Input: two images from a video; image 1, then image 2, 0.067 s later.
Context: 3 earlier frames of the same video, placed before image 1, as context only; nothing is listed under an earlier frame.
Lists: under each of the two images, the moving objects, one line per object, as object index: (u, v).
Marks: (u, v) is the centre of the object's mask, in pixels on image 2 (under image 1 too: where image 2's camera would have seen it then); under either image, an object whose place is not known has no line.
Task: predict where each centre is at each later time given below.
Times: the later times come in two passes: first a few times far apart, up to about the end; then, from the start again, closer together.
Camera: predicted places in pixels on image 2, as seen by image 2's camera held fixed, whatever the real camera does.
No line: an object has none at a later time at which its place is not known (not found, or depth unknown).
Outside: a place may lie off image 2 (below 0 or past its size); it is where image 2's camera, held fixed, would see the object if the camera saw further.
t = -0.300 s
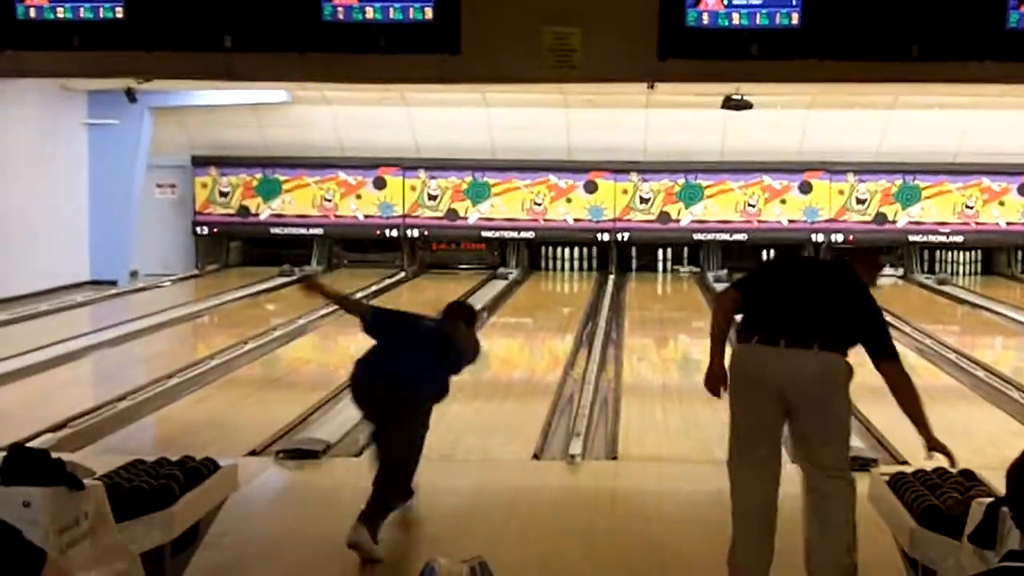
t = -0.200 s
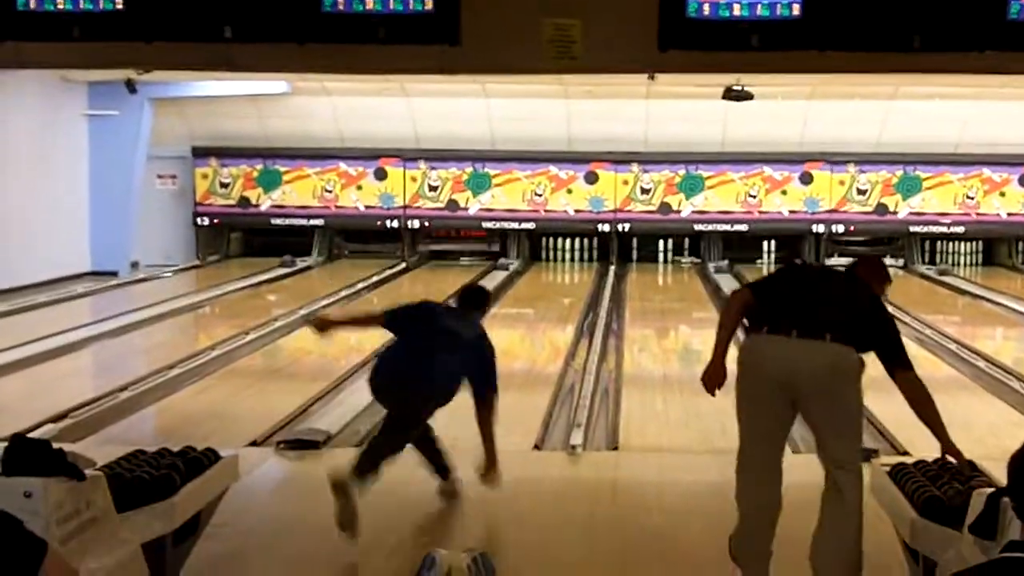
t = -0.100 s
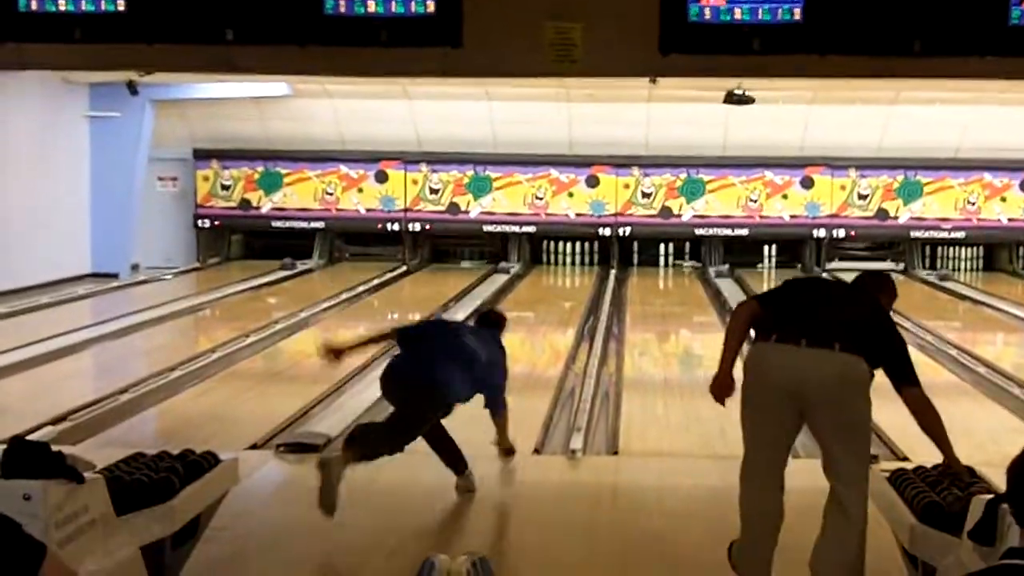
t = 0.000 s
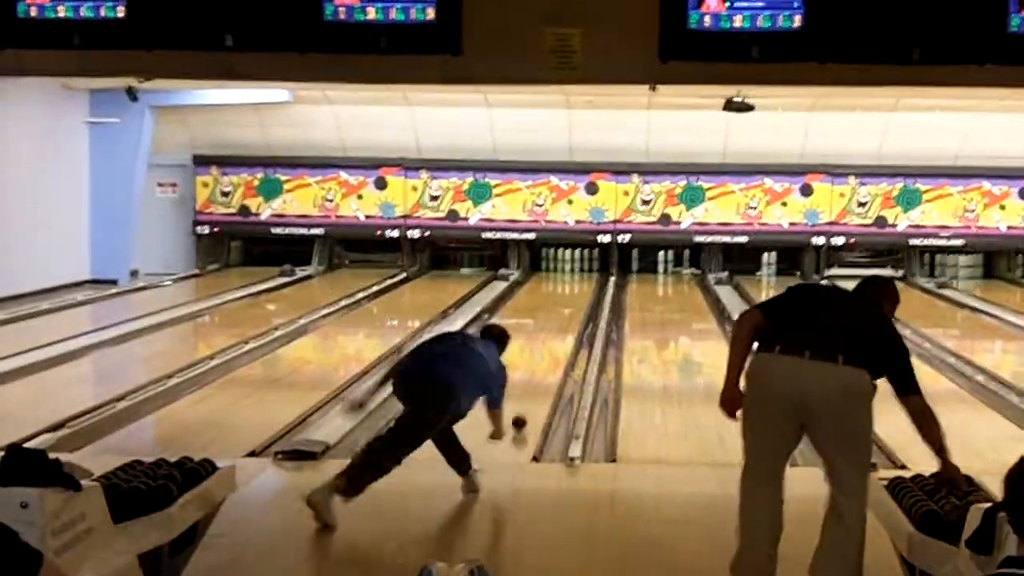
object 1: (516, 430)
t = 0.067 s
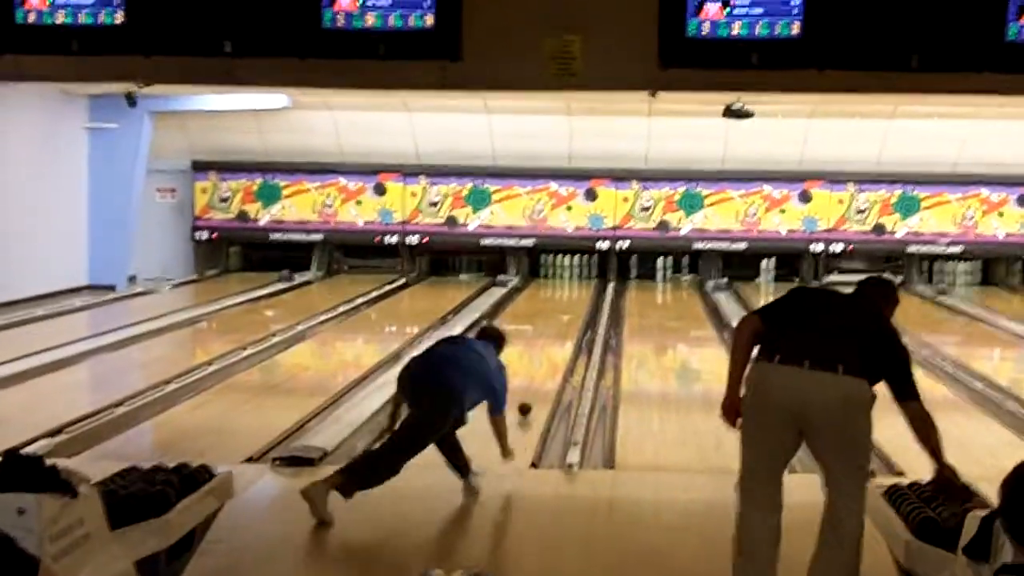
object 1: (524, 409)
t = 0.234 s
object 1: (538, 369)
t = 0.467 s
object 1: (550, 334)
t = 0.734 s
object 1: (559, 306)
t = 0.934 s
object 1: (564, 292)
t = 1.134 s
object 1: (566, 283)
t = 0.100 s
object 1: (527, 400)
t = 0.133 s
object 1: (531, 391)
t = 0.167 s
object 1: (533, 383)
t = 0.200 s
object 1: (536, 377)
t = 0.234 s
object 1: (538, 369)
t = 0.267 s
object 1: (540, 362)
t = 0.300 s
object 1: (542, 357)
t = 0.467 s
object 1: (550, 334)
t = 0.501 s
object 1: (552, 329)
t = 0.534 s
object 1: (553, 325)
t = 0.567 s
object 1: (554, 322)
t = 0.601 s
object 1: (555, 318)
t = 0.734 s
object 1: (559, 306)
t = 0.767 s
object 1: (560, 303)
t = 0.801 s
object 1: (561, 301)
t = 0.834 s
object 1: (562, 299)
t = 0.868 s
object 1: (563, 297)
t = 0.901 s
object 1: (564, 294)
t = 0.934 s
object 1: (564, 292)
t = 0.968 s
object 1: (565, 292)
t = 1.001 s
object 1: (565, 291)
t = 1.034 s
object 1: (564, 287)
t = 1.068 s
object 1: (565, 285)
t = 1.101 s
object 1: (565, 284)
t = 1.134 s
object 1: (566, 283)
